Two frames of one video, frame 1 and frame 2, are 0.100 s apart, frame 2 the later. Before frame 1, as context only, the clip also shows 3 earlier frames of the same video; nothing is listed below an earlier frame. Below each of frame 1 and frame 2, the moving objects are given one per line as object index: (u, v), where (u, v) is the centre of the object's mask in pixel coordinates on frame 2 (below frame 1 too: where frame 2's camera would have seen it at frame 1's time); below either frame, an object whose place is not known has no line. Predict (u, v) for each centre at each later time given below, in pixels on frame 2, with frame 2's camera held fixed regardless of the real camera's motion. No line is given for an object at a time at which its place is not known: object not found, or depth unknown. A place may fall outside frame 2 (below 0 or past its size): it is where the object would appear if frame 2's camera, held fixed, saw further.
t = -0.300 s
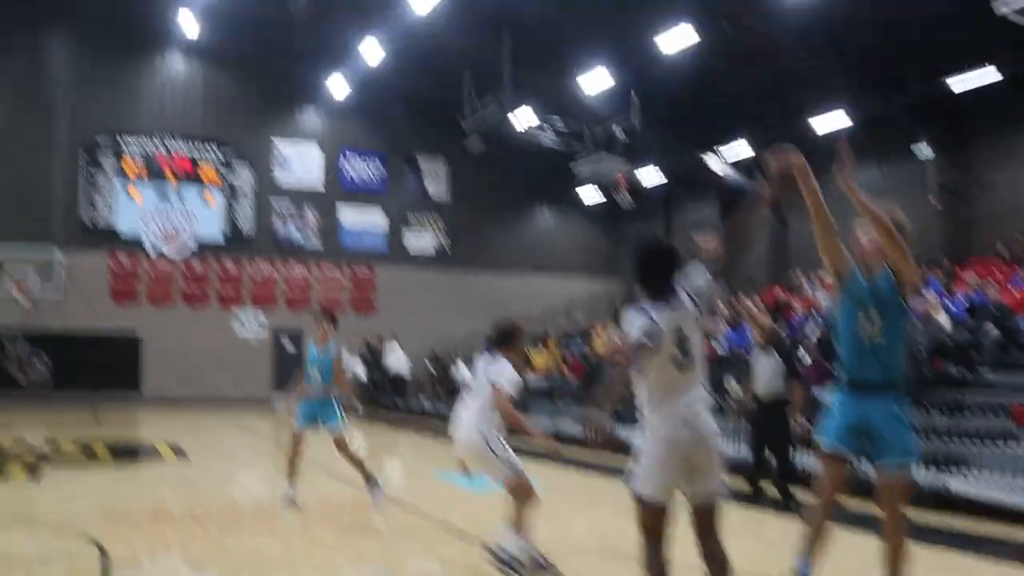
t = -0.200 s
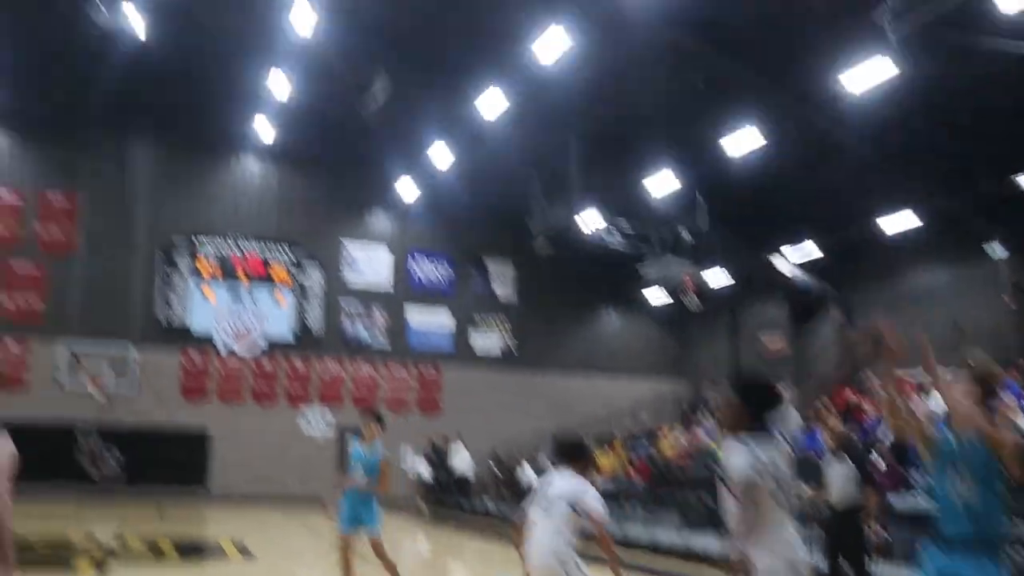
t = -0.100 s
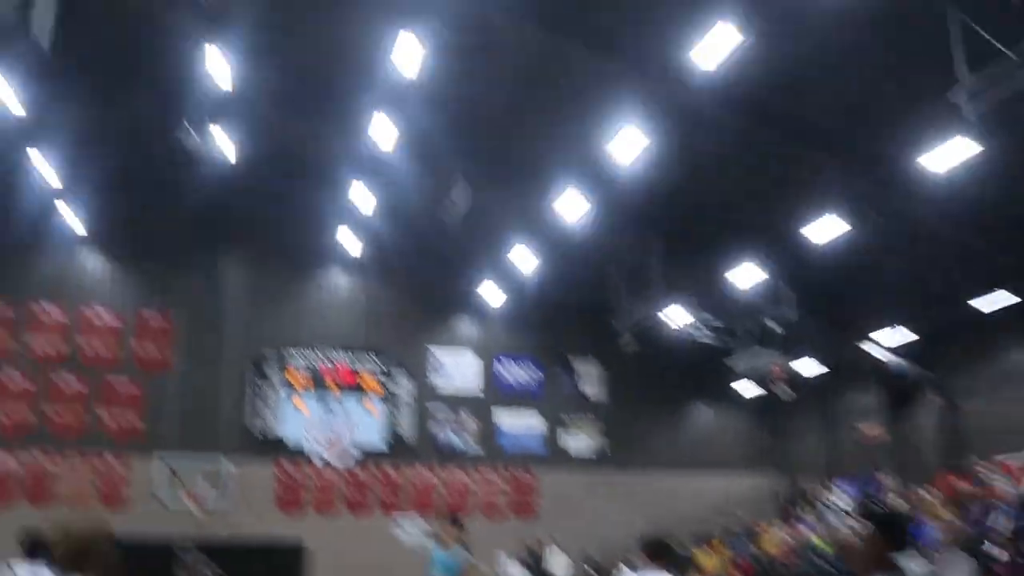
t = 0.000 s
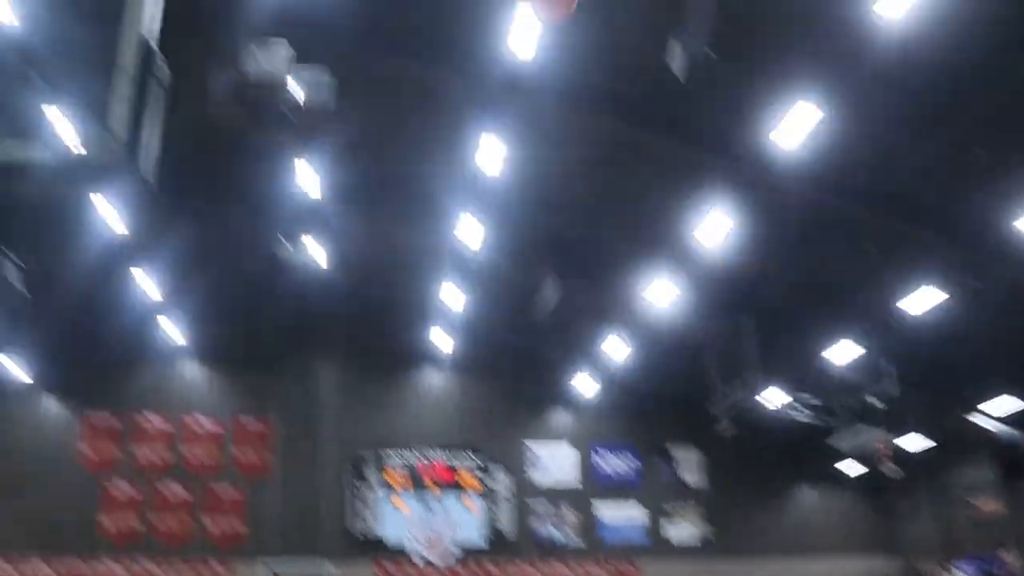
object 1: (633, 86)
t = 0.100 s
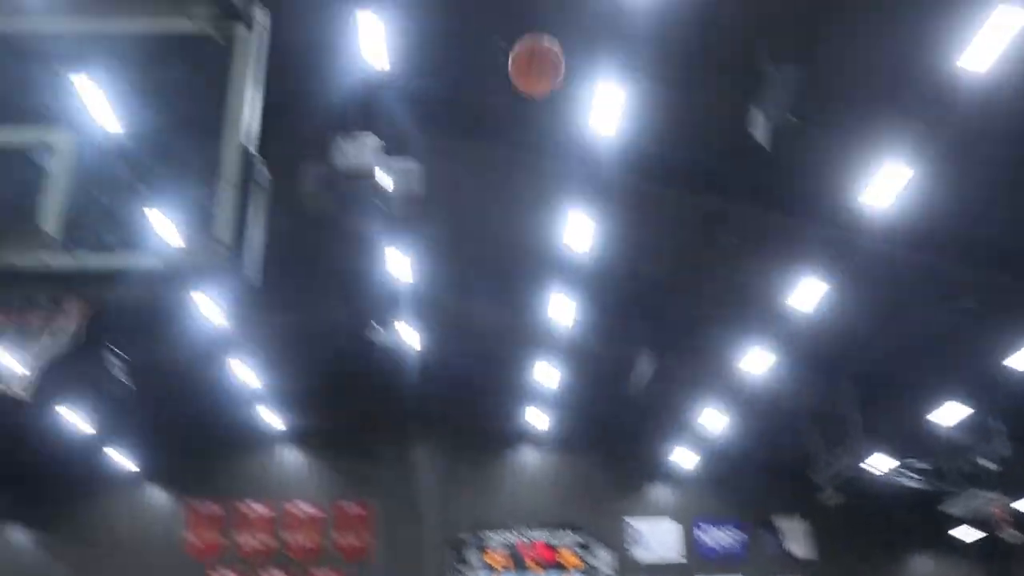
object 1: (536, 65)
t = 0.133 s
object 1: (505, 67)
